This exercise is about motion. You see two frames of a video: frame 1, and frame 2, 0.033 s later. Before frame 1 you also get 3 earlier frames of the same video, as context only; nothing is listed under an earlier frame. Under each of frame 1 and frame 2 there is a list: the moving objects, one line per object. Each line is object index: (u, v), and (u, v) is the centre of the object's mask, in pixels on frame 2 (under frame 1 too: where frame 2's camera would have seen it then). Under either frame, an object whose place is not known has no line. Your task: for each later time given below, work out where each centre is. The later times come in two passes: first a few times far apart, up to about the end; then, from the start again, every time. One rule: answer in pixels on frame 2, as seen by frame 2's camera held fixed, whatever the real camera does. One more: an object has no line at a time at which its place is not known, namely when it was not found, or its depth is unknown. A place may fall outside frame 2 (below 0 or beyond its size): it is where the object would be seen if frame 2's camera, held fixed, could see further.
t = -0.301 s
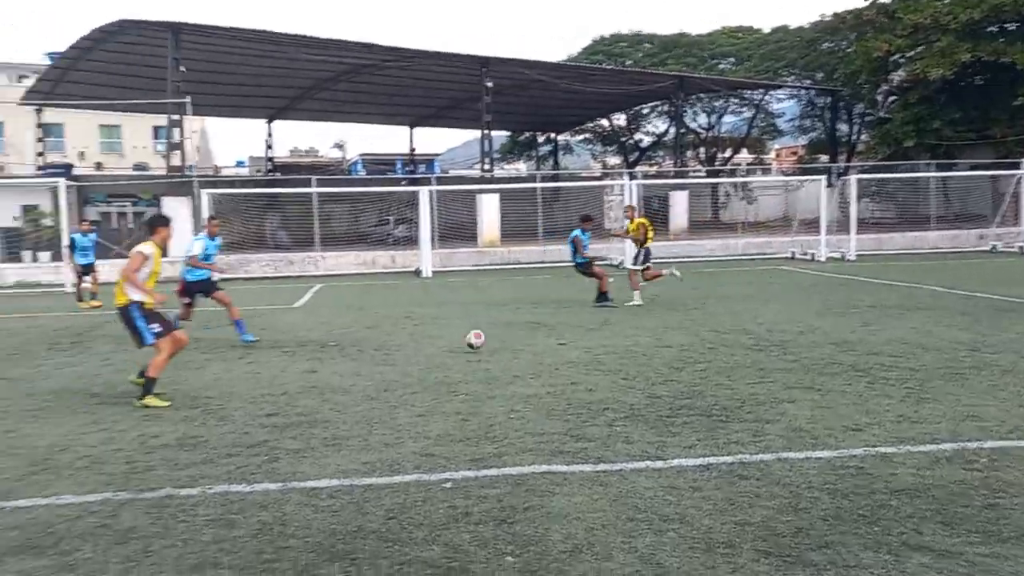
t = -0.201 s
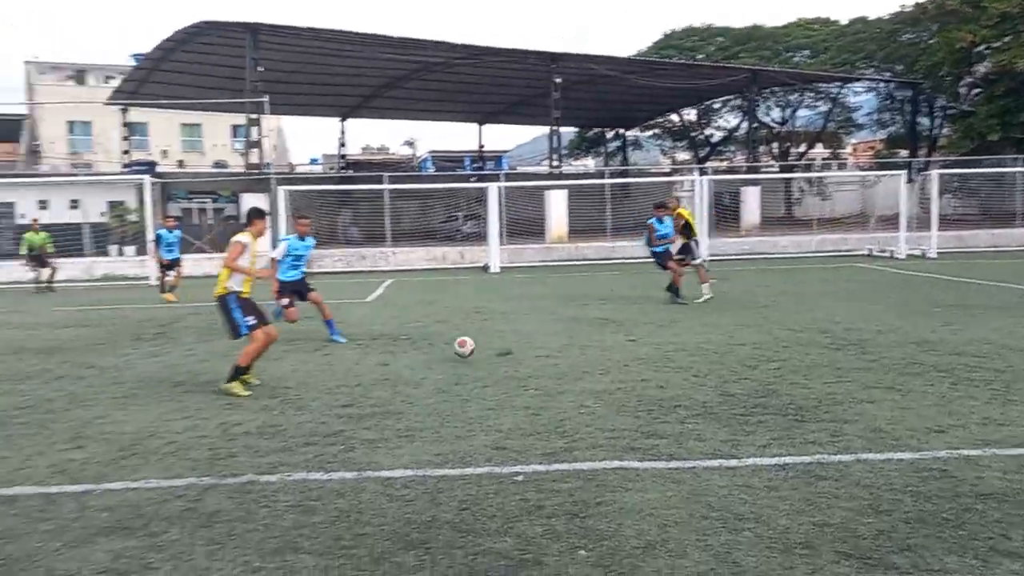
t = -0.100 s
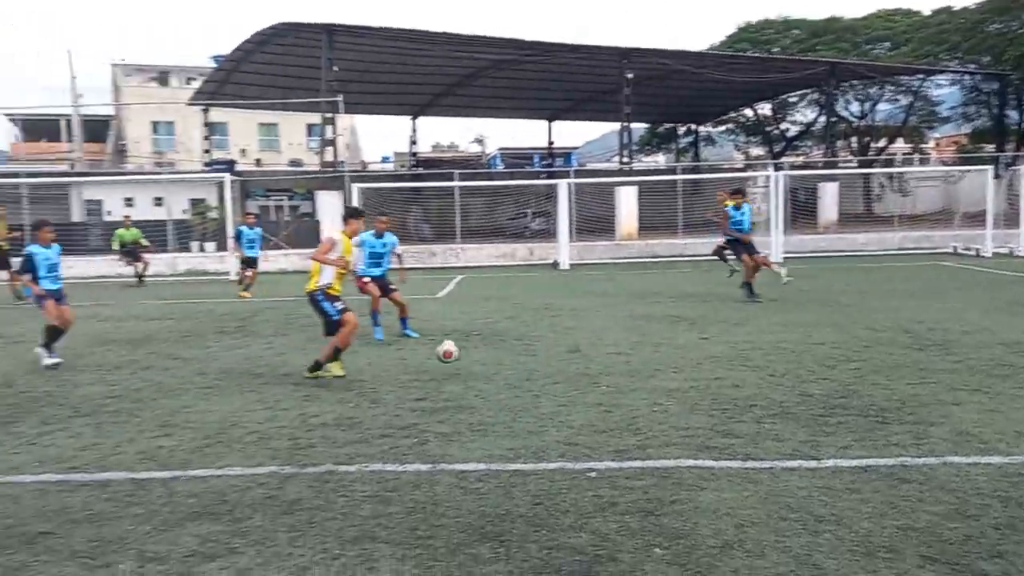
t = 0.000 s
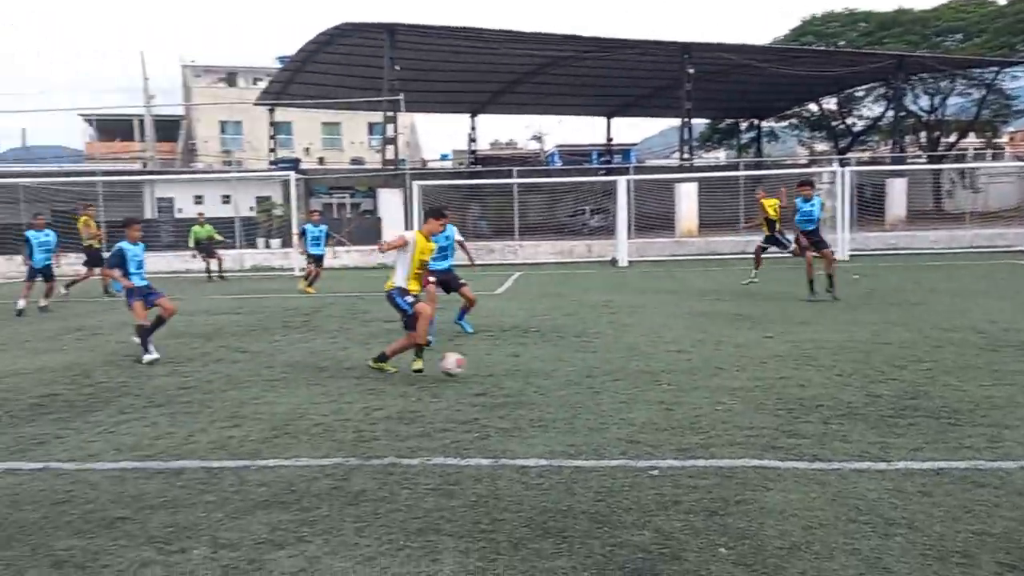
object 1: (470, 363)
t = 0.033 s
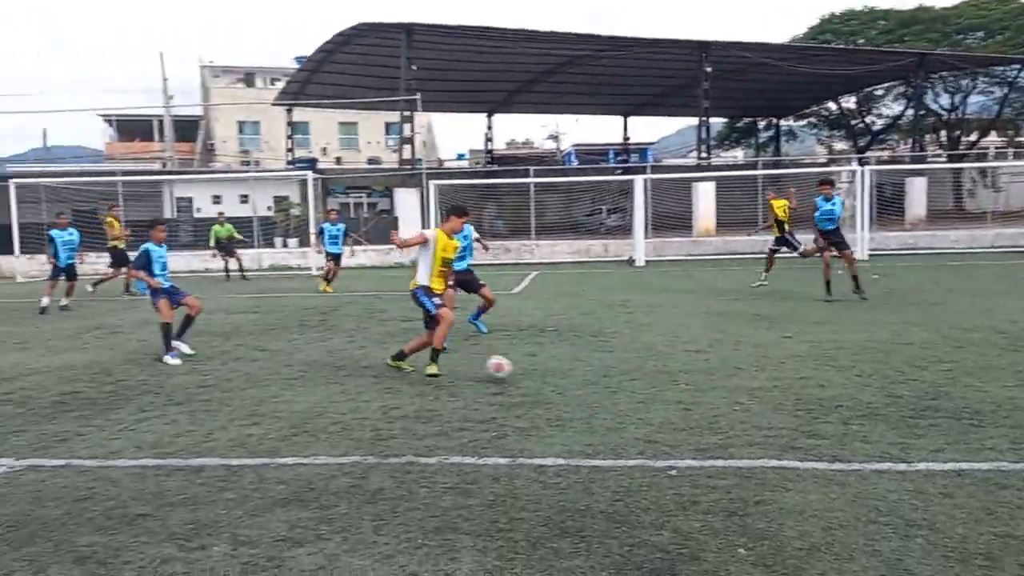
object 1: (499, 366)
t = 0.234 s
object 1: (645, 363)
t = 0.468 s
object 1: (805, 369)
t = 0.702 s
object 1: (945, 380)
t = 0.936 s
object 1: (1097, 389)
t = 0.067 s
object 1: (527, 372)
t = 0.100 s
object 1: (550, 368)
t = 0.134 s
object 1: (573, 365)
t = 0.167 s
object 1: (597, 362)
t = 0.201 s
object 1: (621, 361)
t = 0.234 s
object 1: (645, 363)
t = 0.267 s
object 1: (670, 363)
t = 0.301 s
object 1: (695, 367)
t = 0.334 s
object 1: (720, 372)
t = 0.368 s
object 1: (746, 377)
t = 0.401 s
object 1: (767, 377)
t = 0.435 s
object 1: (786, 372)
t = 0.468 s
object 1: (805, 369)
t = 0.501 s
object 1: (825, 367)
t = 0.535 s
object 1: (846, 367)
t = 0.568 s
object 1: (864, 369)
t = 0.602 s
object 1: (884, 373)
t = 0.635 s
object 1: (905, 377)
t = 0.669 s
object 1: (925, 383)
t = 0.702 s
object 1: (945, 380)
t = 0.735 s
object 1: (966, 377)
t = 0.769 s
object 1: (989, 375)
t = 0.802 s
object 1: (1009, 376)
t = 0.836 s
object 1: (1030, 377)
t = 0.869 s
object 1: (1053, 380)
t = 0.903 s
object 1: (1076, 384)
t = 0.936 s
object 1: (1097, 389)
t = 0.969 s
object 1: (1120, 386)
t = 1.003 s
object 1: (1142, 384)
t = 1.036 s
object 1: (1163, 383)
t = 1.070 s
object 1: (1189, 385)
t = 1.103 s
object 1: (1211, 388)
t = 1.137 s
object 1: (1234, 394)
